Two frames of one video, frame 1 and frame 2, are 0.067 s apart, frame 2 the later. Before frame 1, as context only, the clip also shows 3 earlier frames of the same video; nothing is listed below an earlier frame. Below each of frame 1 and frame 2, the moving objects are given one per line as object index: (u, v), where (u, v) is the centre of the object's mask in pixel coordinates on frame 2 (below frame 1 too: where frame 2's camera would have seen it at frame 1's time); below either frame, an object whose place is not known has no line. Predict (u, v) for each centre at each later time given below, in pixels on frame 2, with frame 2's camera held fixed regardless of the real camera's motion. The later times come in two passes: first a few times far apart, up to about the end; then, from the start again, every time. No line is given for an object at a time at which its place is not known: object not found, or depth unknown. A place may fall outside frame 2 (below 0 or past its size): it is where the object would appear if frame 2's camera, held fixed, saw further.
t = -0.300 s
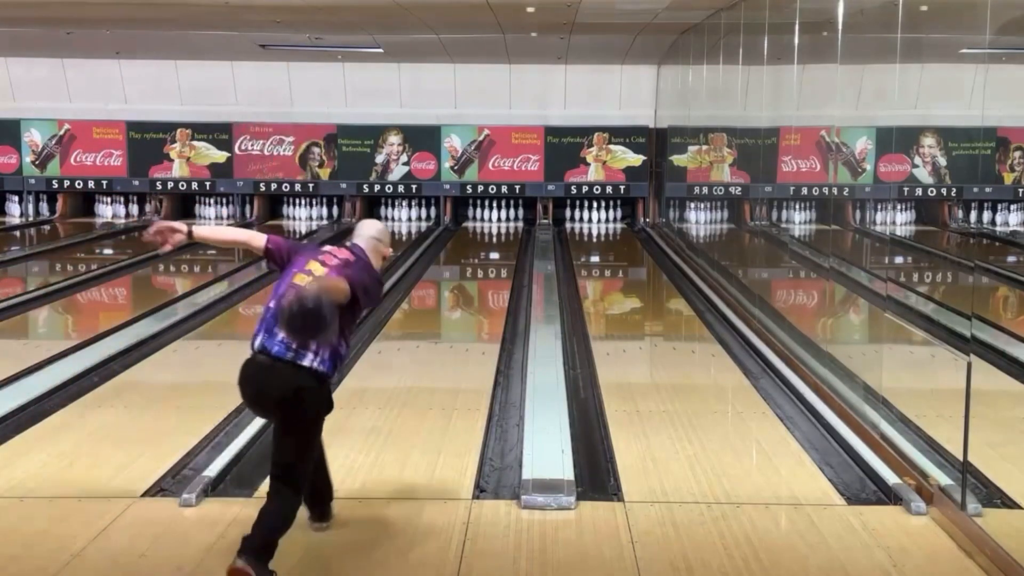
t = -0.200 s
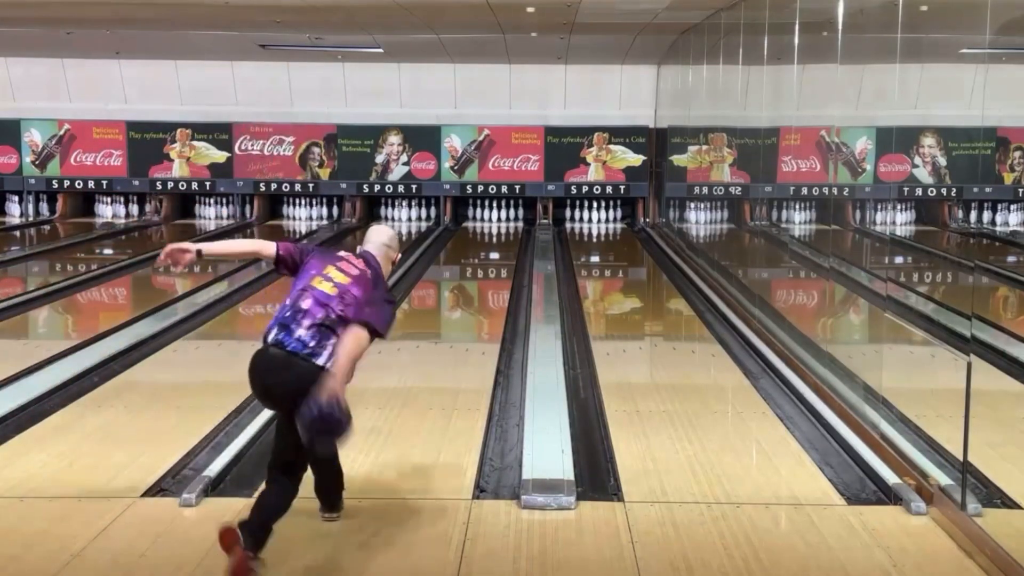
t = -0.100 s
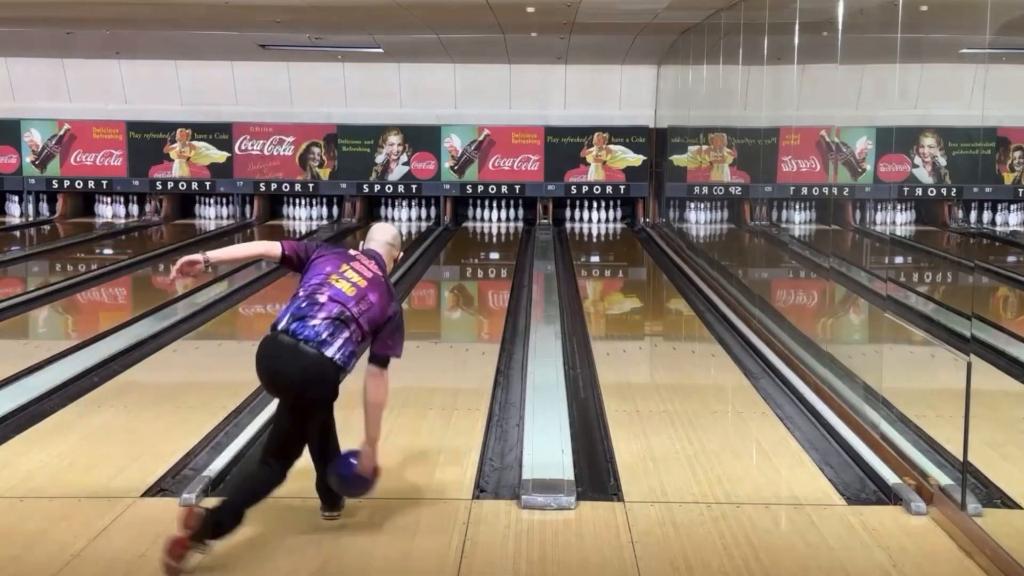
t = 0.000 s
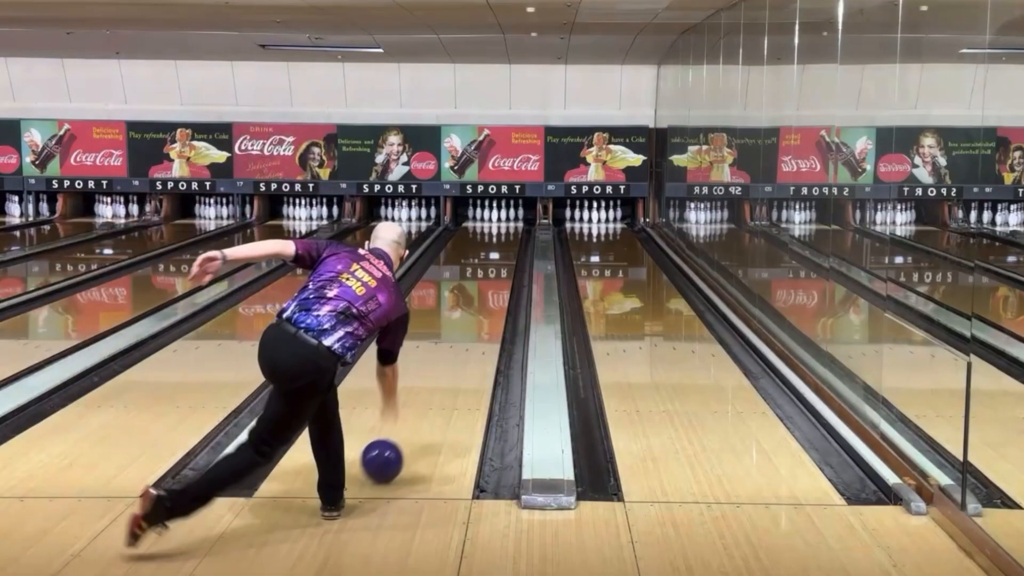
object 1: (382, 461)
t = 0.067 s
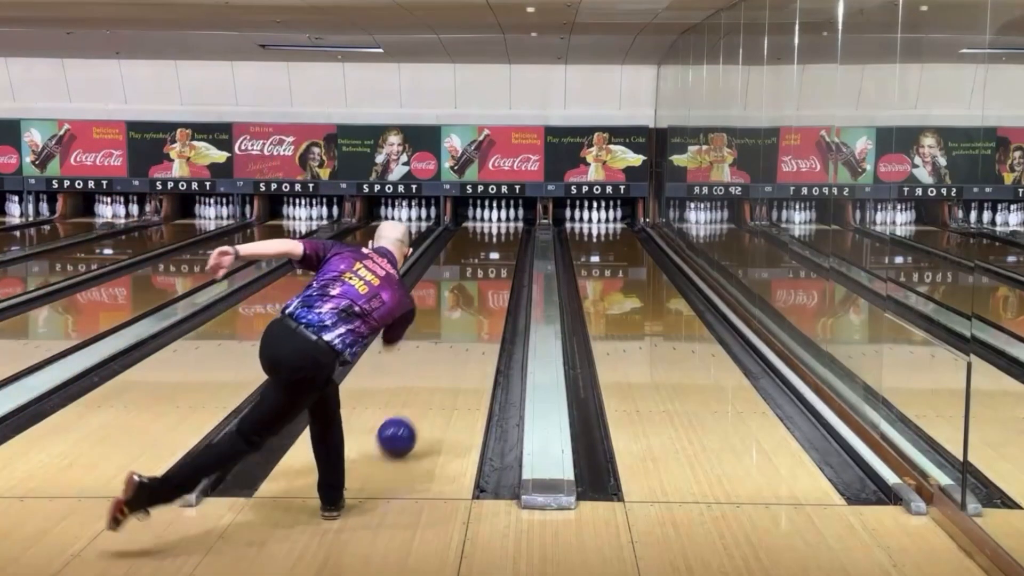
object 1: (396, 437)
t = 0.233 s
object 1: (425, 393)
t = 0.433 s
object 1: (449, 352)
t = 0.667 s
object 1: (469, 319)
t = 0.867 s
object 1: (481, 296)
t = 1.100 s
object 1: (490, 277)
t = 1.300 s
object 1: (496, 262)
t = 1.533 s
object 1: (502, 251)
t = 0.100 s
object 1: (403, 428)
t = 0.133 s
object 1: (409, 418)
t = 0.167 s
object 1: (414, 409)
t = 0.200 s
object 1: (420, 401)
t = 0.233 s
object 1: (425, 393)
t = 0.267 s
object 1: (429, 385)
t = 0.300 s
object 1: (434, 378)
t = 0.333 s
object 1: (438, 371)
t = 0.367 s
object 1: (442, 364)
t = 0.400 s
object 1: (446, 358)
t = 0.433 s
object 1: (449, 352)
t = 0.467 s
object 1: (452, 347)
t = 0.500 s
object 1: (455, 341)
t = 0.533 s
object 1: (458, 336)
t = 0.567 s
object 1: (461, 331)
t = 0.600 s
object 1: (464, 327)
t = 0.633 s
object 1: (466, 323)
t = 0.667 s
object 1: (469, 319)
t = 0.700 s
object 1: (471, 315)
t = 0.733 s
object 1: (473, 311)
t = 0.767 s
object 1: (475, 307)
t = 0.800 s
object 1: (477, 303)
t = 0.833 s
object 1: (479, 299)
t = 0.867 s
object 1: (481, 296)
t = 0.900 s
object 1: (482, 293)
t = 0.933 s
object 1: (484, 290)
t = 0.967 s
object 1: (485, 288)
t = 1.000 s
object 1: (487, 284)
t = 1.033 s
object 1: (488, 281)
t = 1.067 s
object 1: (489, 279)
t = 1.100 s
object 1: (490, 277)
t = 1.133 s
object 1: (492, 273)
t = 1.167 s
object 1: (493, 271)
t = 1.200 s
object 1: (494, 269)
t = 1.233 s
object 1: (494, 267)
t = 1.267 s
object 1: (496, 264)
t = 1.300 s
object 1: (496, 262)
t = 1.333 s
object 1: (497, 261)
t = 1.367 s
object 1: (498, 259)
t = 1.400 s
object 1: (499, 257)
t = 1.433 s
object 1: (499, 255)
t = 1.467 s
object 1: (500, 254)
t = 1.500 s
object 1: (501, 253)
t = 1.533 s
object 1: (502, 251)
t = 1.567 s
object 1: (503, 250)
